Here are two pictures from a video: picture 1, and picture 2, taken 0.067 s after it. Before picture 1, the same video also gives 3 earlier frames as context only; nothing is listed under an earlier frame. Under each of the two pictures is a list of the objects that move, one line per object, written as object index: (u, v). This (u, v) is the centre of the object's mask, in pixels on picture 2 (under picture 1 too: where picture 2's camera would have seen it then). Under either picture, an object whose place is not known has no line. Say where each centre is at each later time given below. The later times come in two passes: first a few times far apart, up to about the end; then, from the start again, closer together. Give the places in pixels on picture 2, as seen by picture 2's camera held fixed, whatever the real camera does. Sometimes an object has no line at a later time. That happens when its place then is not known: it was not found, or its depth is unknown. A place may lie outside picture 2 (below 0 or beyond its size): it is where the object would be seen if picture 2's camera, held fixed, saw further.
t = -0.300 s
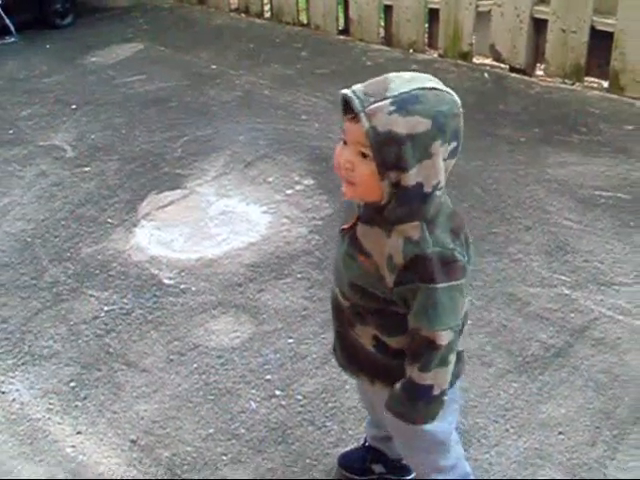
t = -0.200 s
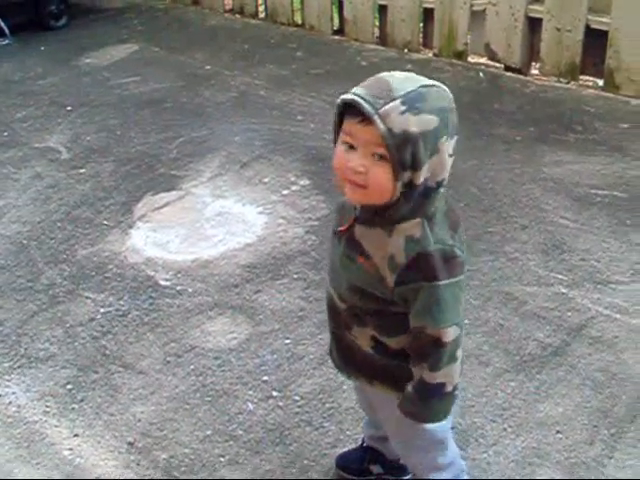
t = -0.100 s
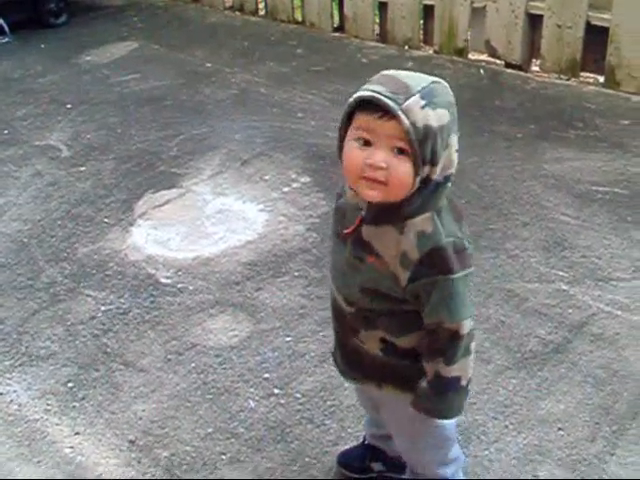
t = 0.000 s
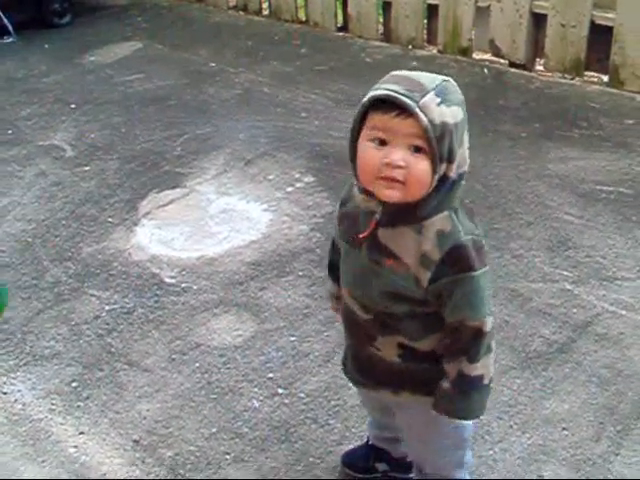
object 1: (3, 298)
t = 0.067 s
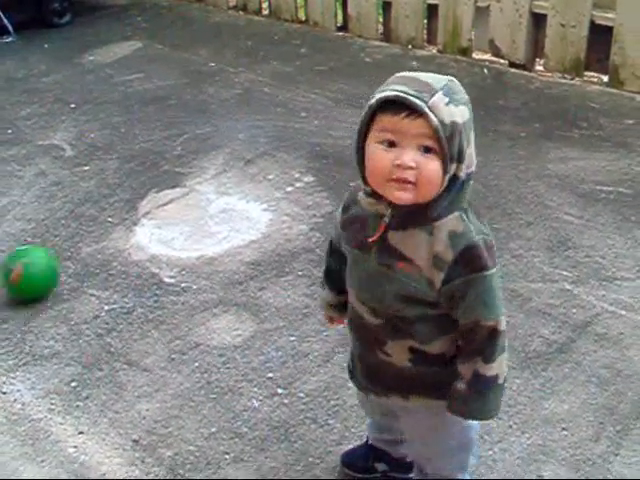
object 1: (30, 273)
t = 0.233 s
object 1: (113, 177)
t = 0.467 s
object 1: (204, 125)
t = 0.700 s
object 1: (266, 74)
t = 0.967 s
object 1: (318, 29)
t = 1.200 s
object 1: (297, 23)
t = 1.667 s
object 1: (249, 63)
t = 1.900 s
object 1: (228, 71)
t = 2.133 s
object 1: (203, 89)
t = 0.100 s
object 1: (51, 256)
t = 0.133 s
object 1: (67, 232)
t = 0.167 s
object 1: (81, 211)
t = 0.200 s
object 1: (96, 191)
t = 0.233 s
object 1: (113, 177)
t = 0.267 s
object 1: (129, 170)
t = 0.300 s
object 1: (143, 168)
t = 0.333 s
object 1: (156, 167)
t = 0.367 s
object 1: (170, 157)
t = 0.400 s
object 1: (182, 141)
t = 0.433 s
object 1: (194, 130)
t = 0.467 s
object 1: (204, 125)
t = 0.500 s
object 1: (213, 118)
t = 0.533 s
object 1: (224, 112)
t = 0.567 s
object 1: (234, 101)
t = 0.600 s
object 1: (243, 93)
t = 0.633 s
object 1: (251, 87)
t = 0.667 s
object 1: (258, 82)
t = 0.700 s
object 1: (266, 74)
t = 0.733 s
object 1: (274, 67)
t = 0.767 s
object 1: (282, 62)
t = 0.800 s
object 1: (288, 55)
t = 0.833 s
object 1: (293, 48)
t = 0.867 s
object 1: (300, 42)
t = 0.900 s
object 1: (307, 38)
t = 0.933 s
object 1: (313, 34)
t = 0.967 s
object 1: (318, 29)
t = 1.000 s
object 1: (322, 24)
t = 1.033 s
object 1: (326, 19)
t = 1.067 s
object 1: (325, 14)
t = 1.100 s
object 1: (319, 13)
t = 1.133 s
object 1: (311, 14)
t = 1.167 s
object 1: (303, 17)
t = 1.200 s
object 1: (297, 23)
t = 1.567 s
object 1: (255, 53)
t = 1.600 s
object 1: (253, 54)
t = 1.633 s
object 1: (251, 58)
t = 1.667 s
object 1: (249, 63)
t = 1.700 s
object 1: (246, 63)
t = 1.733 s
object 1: (242, 63)
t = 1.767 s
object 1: (240, 64)
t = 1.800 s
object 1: (237, 68)
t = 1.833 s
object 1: (234, 70)
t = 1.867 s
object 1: (231, 70)
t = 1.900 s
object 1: (228, 71)
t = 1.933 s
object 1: (224, 75)
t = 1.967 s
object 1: (221, 78)
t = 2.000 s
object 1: (218, 79)
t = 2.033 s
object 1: (214, 81)
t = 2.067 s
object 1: (211, 84)
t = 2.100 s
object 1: (207, 85)
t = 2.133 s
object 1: (203, 89)
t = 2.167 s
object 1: (200, 90)
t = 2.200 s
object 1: (196, 92)
